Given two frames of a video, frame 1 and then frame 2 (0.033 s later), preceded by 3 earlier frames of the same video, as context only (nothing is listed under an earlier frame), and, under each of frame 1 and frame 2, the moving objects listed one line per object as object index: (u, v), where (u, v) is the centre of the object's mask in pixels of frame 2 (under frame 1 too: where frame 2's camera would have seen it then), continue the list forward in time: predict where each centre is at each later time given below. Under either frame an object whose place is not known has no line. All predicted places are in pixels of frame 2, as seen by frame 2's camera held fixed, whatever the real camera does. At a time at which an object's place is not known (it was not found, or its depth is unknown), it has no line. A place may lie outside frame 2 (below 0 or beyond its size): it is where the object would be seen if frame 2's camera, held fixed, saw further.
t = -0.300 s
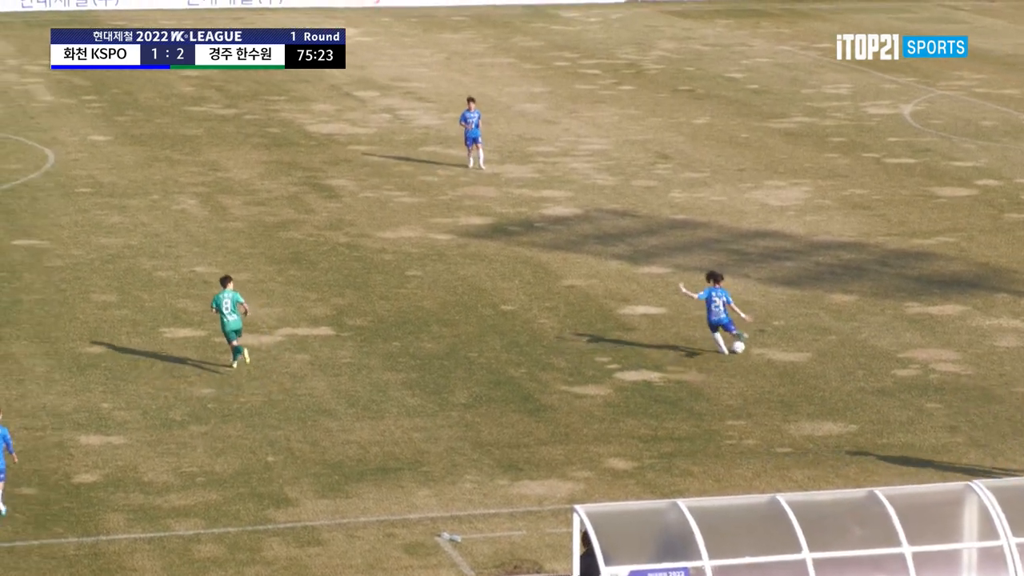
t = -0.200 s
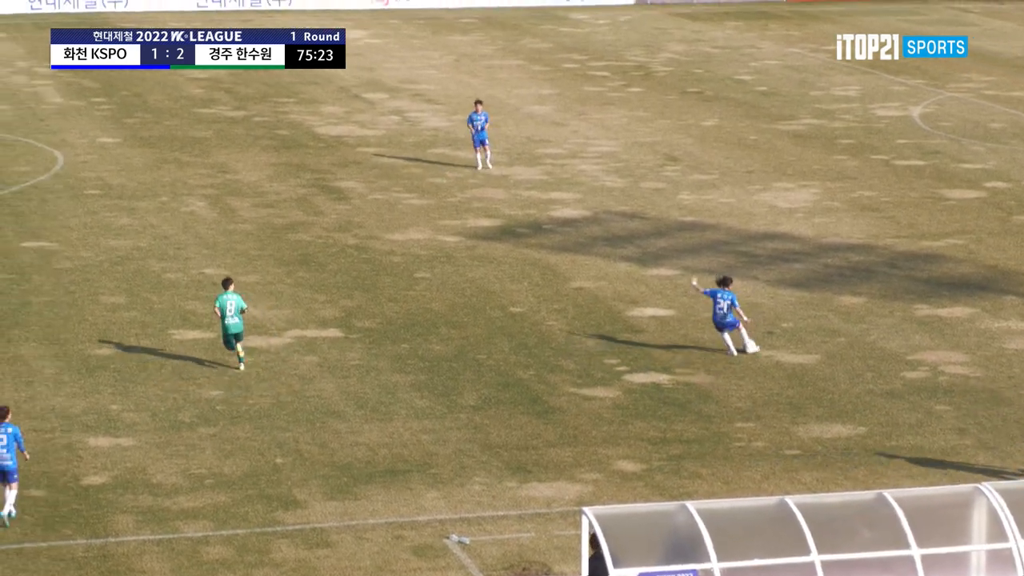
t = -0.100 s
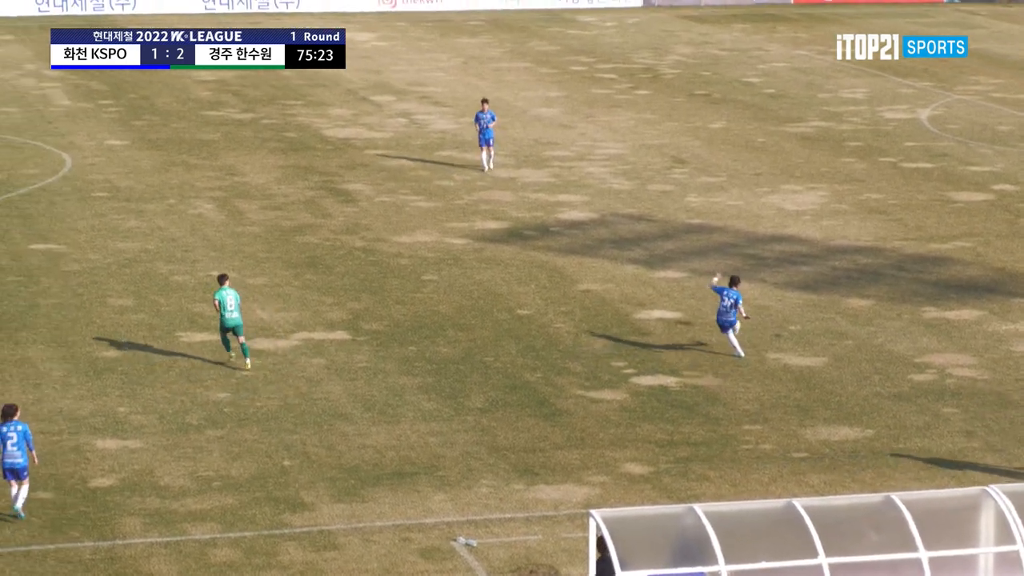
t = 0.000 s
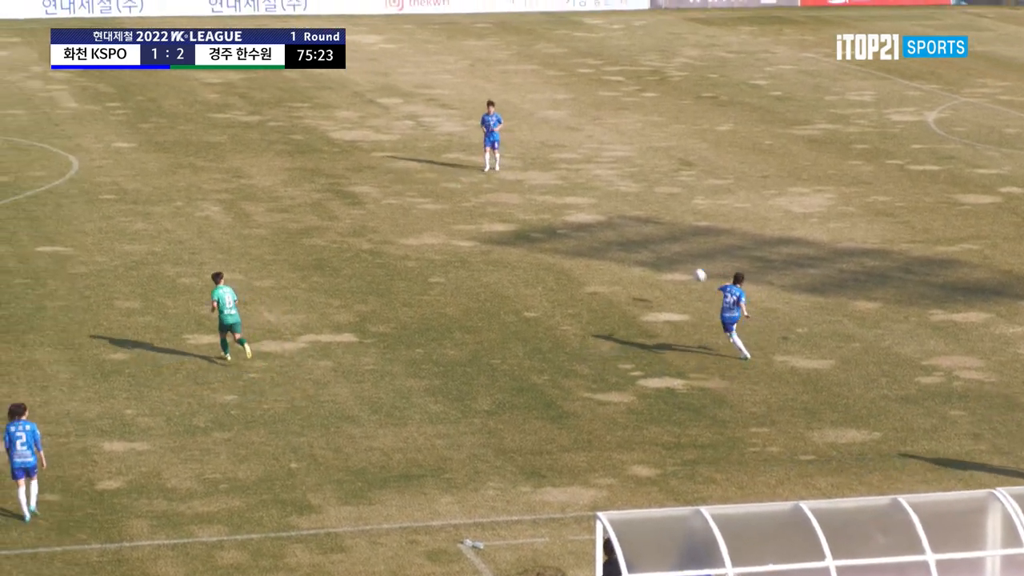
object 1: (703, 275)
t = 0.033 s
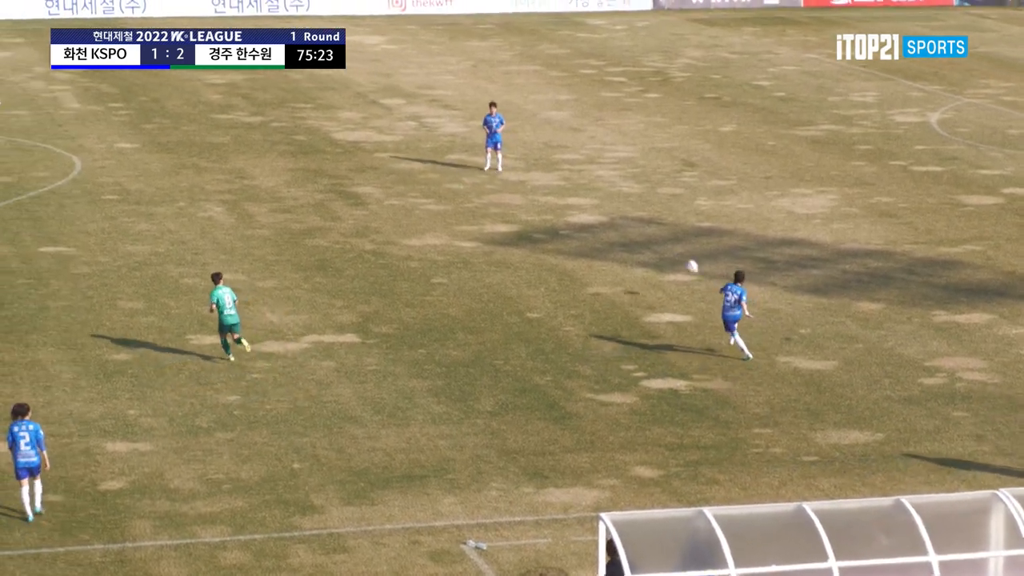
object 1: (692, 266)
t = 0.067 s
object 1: (682, 258)
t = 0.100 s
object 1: (672, 251)
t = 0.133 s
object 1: (662, 244)
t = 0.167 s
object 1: (653, 238)
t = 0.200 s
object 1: (644, 234)
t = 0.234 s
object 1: (634, 230)
